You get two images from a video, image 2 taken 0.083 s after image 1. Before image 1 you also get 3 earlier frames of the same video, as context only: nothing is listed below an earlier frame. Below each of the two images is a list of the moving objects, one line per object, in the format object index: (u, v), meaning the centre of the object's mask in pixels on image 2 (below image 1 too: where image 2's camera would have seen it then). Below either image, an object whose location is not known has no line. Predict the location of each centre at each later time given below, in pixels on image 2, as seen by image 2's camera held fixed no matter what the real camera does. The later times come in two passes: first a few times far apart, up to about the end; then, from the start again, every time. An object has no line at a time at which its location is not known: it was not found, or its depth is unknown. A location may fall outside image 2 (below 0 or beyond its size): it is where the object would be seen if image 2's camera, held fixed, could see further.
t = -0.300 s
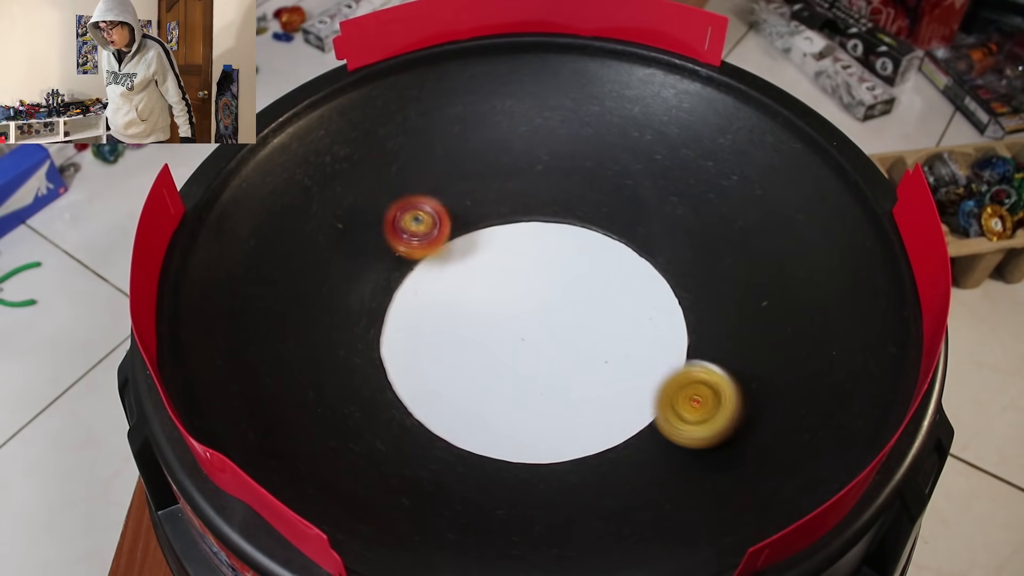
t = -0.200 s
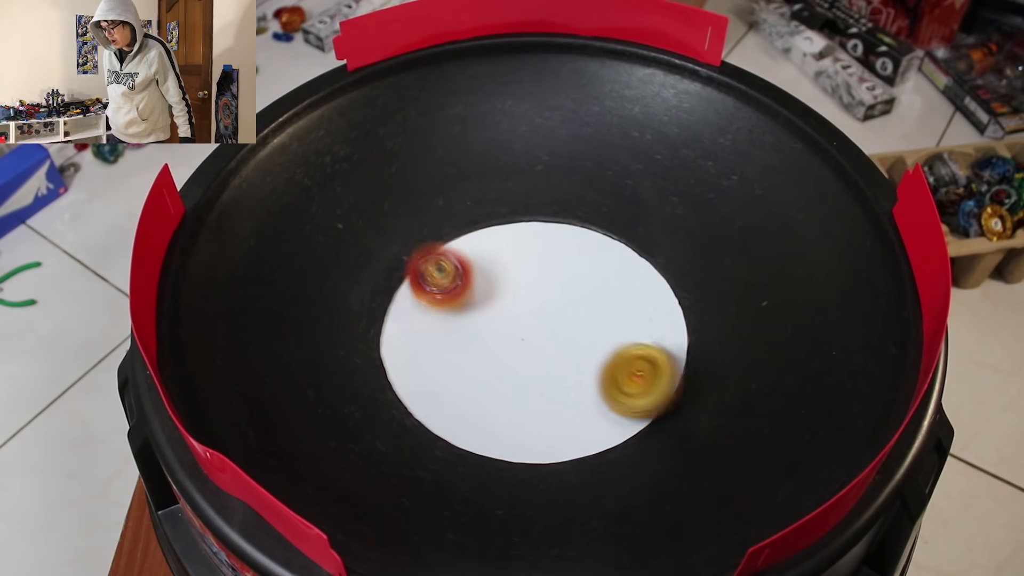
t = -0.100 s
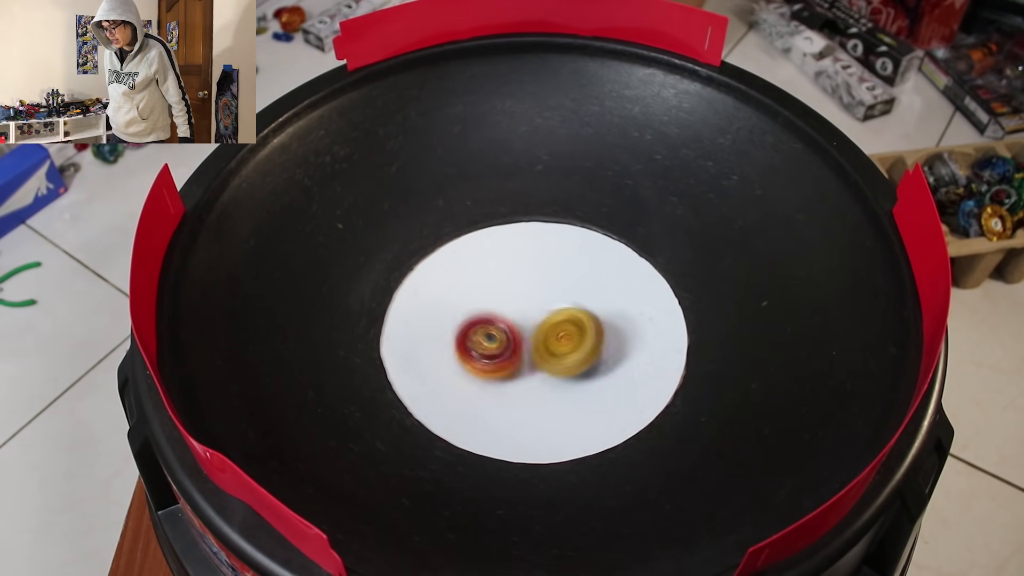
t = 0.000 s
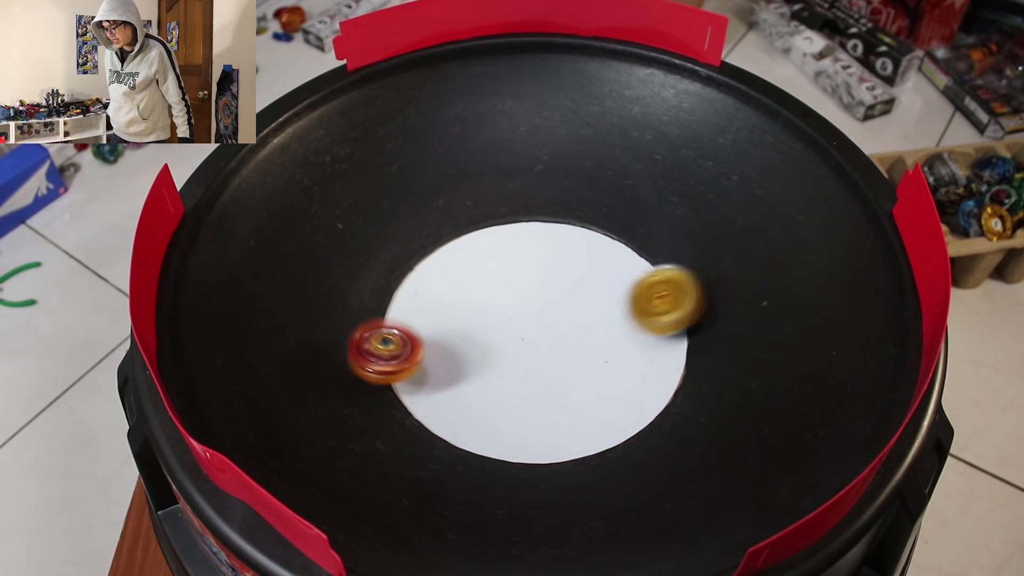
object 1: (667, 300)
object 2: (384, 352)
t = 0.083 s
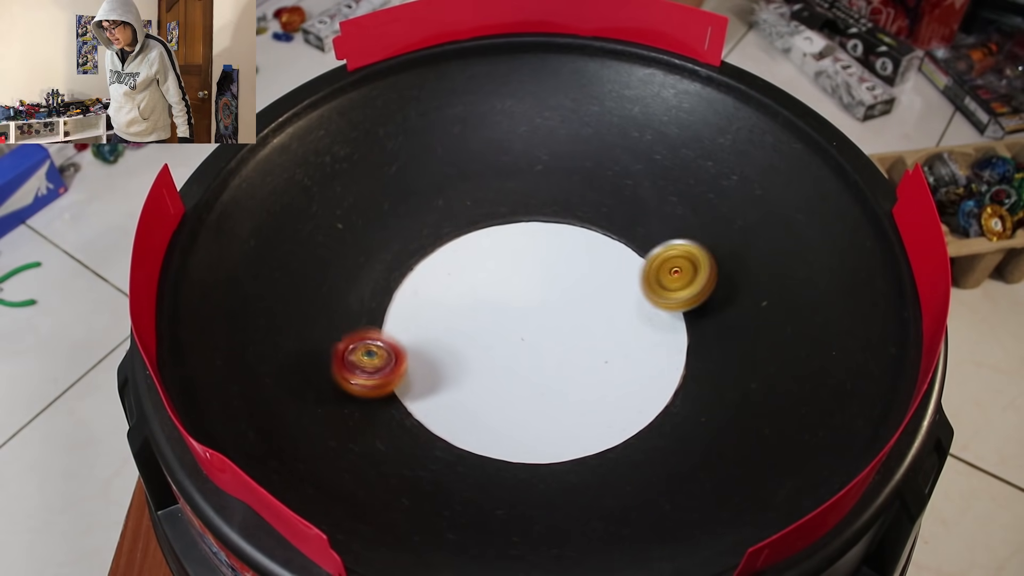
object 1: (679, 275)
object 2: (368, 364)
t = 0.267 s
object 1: (654, 277)
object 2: (394, 403)
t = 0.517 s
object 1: (566, 298)
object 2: (498, 384)
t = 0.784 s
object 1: (591, 201)
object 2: (481, 415)
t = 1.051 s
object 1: (436, 215)
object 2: (448, 410)
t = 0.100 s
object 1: (679, 276)
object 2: (367, 365)
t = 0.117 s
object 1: (679, 277)
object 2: (366, 367)
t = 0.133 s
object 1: (678, 273)
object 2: (365, 371)
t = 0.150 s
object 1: (677, 271)
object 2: (366, 377)
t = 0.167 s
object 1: (676, 271)
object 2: (368, 382)
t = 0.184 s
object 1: (674, 272)
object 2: (370, 387)
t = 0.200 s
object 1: (671, 271)
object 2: (374, 392)
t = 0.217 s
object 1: (668, 270)
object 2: (377, 395)
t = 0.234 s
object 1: (664, 272)
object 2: (382, 399)
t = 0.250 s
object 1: (660, 275)
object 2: (388, 401)
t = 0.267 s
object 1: (654, 277)
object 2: (394, 403)
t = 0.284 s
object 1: (648, 278)
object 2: (399, 404)
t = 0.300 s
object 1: (641, 280)
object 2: (405, 405)
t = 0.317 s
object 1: (633, 283)
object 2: (410, 404)
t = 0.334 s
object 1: (625, 286)
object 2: (415, 402)
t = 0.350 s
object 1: (617, 289)
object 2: (420, 400)
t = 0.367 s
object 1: (610, 293)
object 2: (427, 399)
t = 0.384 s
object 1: (601, 296)
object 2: (435, 399)
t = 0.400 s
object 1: (593, 300)
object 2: (447, 396)
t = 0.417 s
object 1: (585, 303)
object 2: (459, 395)
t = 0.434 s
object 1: (577, 307)
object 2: (471, 394)
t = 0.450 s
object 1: (569, 311)
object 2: (483, 391)
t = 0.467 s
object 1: (561, 315)
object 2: (496, 387)
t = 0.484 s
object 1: (553, 319)
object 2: (509, 380)
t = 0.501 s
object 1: (553, 313)
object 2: (509, 381)
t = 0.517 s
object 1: (566, 298)
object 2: (498, 384)
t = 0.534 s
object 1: (579, 282)
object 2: (488, 388)
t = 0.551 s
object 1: (589, 266)
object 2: (478, 396)
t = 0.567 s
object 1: (601, 247)
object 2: (470, 401)
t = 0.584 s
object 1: (611, 232)
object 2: (465, 404)
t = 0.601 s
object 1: (617, 219)
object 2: (459, 409)
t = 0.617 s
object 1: (617, 210)
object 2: (454, 414)
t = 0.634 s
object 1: (615, 205)
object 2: (452, 417)
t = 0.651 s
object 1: (613, 201)
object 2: (454, 417)
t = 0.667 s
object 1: (612, 198)
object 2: (460, 417)
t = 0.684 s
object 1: (610, 198)
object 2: (464, 417)
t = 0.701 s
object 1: (608, 200)
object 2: (468, 417)
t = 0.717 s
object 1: (605, 200)
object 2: (472, 417)
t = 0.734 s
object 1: (602, 197)
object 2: (475, 416)
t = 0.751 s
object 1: (598, 197)
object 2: (477, 417)
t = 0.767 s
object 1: (595, 198)
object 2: (479, 416)
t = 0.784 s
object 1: (591, 201)
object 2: (481, 415)
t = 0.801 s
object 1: (586, 205)
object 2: (483, 414)
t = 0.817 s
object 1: (580, 208)
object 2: (486, 412)
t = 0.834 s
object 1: (574, 215)
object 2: (488, 410)
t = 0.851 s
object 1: (568, 223)
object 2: (490, 407)
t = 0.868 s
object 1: (560, 229)
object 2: (492, 404)
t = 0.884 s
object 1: (551, 236)
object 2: (494, 401)
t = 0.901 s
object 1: (541, 246)
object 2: (495, 397)
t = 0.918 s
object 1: (531, 255)
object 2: (496, 392)
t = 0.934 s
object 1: (521, 265)
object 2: (497, 388)
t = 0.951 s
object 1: (512, 276)
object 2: (497, 382)
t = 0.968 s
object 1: (502, 286)
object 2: (496, 377)
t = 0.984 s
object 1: (492, 298)
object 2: (495, 371)
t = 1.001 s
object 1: (489, 299)
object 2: (489, 374)
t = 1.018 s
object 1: (474, 267)
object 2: (475, 382)
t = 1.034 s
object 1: (455, 239)
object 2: (463, 393)
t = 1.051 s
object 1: (436, 215)
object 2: (448, 410)
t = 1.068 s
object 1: (423, 197)
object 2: (435, 428)
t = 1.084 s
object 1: (405, 176)
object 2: (423, 436)
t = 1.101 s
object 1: (389, 159)
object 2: (412, 444)
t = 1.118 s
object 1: (372, 143)
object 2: (405, 449)
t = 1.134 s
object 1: (356, 131)
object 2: (399, 451)
